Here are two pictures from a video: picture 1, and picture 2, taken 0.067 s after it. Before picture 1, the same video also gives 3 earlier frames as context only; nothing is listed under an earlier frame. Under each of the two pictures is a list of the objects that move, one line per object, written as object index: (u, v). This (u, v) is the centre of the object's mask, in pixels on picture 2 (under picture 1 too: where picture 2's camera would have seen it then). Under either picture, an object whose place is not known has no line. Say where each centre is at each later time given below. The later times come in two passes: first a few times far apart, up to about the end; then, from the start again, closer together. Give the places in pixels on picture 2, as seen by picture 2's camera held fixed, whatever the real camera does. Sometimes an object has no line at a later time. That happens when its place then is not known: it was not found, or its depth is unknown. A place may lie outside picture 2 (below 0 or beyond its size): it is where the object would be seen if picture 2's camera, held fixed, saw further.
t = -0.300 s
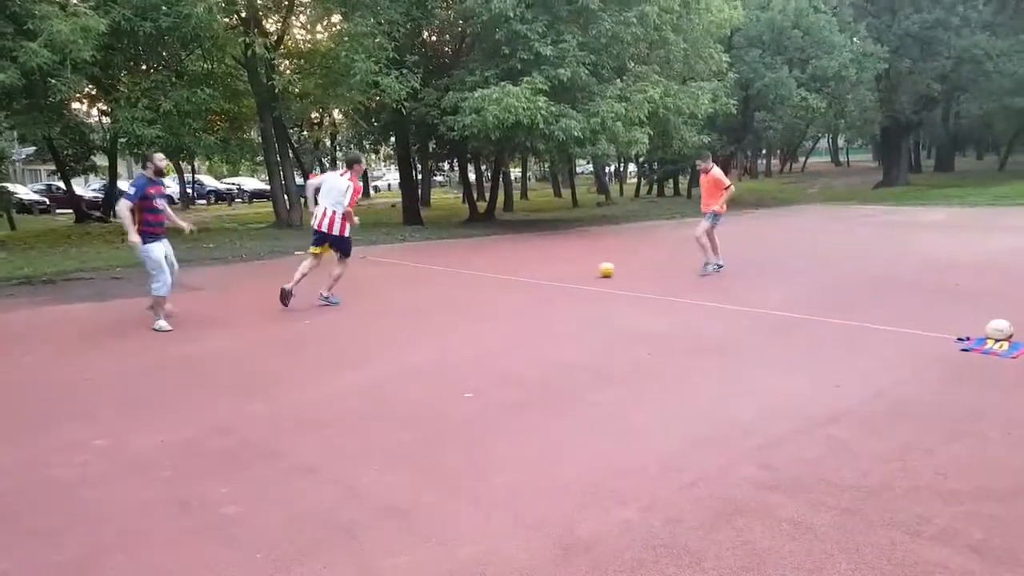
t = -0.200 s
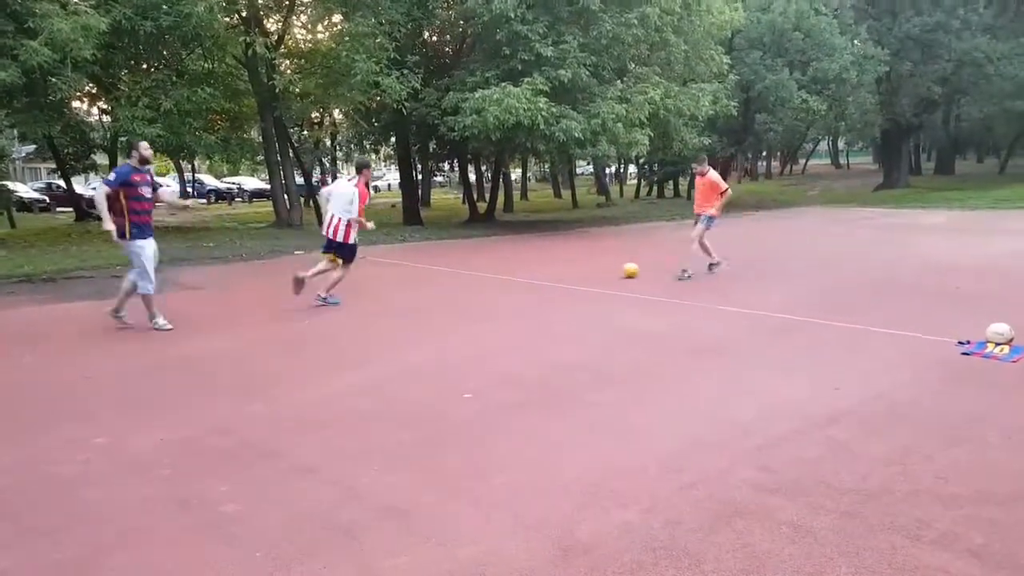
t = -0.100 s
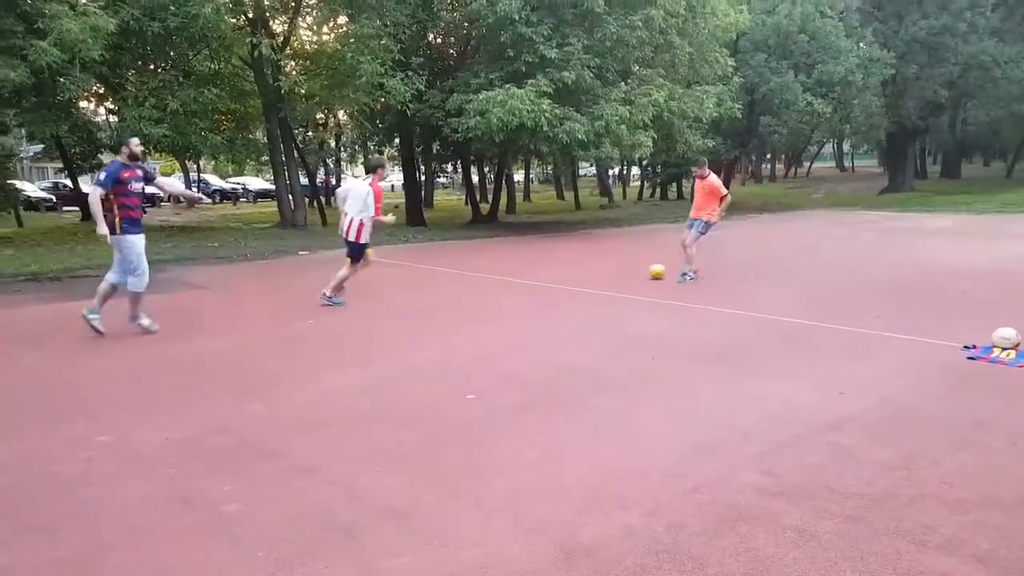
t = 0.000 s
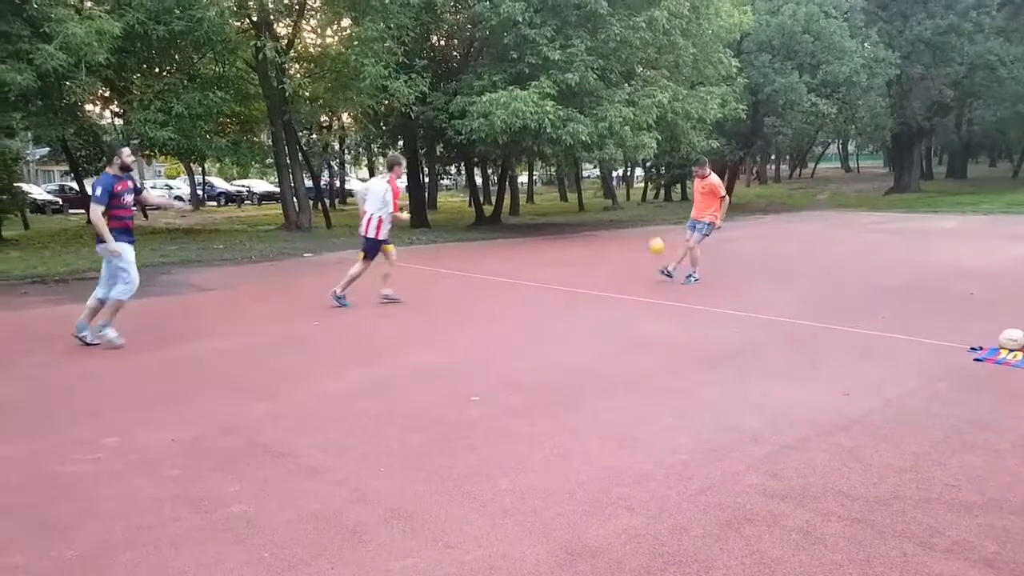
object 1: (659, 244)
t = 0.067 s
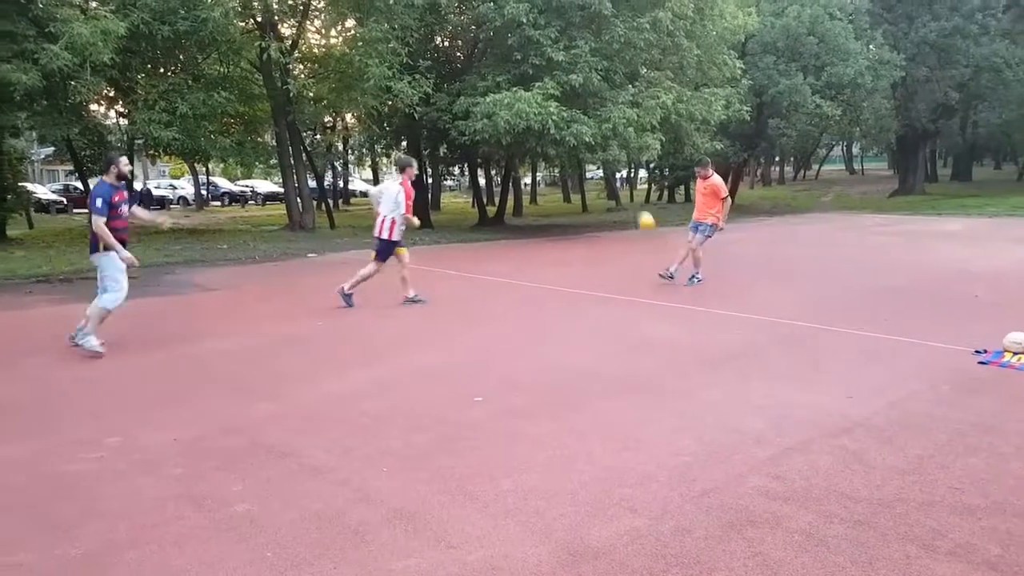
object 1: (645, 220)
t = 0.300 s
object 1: (591, 142)
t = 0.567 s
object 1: (517, 88)
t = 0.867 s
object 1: (411, 101)
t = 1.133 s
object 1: (298, 203)
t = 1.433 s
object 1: (159, 338)
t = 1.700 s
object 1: (91, 285)
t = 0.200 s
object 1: (616, 172)
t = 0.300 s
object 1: (591, 142)
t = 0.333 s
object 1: (583, 133)
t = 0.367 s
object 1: (575, 125)
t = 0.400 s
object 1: (565, 116)
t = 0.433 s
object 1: (556, 109)
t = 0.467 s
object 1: (548, 103)
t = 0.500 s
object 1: (538, 96)
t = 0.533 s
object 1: (527, 91)
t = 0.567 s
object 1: (517, 88)
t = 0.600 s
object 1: (506, 85)
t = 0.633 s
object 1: (496, 83)
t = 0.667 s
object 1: (485, 82)
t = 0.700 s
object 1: (474, 82)
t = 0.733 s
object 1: (461, 84)
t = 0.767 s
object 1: (450, 86)
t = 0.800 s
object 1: (436, 89)
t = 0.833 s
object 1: (424, 94)
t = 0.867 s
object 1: (411, 101)
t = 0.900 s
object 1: (398, 108)
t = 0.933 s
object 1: (385, 117)
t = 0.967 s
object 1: (371, 127)
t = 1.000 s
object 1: (356, 138)
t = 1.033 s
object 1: (342, 152)
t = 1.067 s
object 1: (327, 167)
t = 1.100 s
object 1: (312, 184)
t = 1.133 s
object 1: (298, 203)
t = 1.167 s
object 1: (281, 223)
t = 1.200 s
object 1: (263, 245)
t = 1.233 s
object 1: (246, 268)
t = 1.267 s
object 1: (228, 295)
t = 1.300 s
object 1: (209, 325)
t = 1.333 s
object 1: (190, 358)
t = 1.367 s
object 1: (176, 365)
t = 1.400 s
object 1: (168, 351)
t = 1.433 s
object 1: (159, 338)
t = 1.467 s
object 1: (150, 327)
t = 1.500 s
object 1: (142, 317)
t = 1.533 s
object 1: (133, 307)
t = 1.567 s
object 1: (124, 300)
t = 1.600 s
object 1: (115, 294)
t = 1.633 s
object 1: (108, 289)
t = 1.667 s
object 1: (100, 286)
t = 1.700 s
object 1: (91, 285)
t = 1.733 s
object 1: (82, 284)
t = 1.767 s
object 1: (74, 286)
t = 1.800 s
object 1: (66, 289)
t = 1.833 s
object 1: (58, 294)
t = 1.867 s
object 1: (51, 301)
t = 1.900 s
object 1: (44, 309)
